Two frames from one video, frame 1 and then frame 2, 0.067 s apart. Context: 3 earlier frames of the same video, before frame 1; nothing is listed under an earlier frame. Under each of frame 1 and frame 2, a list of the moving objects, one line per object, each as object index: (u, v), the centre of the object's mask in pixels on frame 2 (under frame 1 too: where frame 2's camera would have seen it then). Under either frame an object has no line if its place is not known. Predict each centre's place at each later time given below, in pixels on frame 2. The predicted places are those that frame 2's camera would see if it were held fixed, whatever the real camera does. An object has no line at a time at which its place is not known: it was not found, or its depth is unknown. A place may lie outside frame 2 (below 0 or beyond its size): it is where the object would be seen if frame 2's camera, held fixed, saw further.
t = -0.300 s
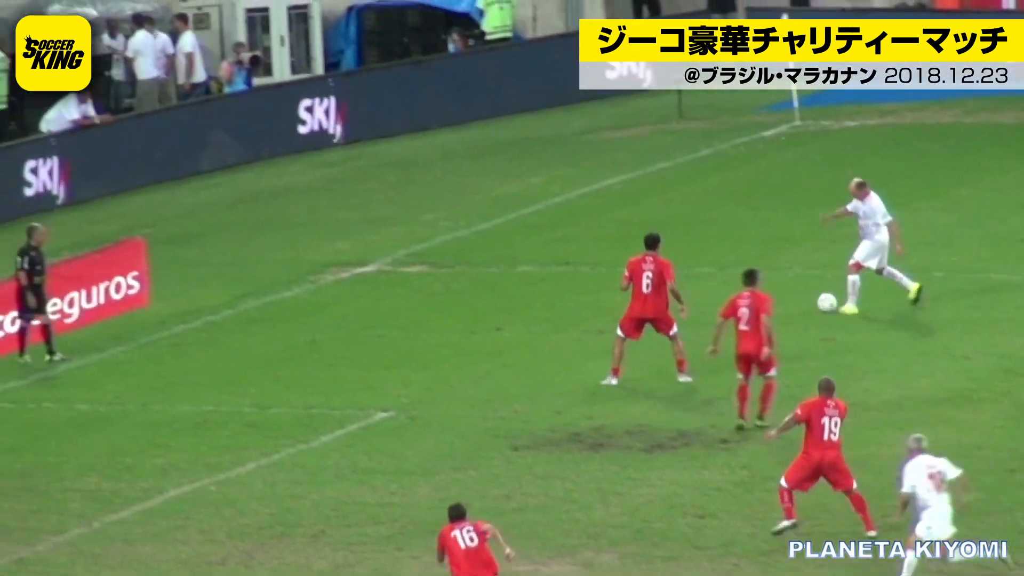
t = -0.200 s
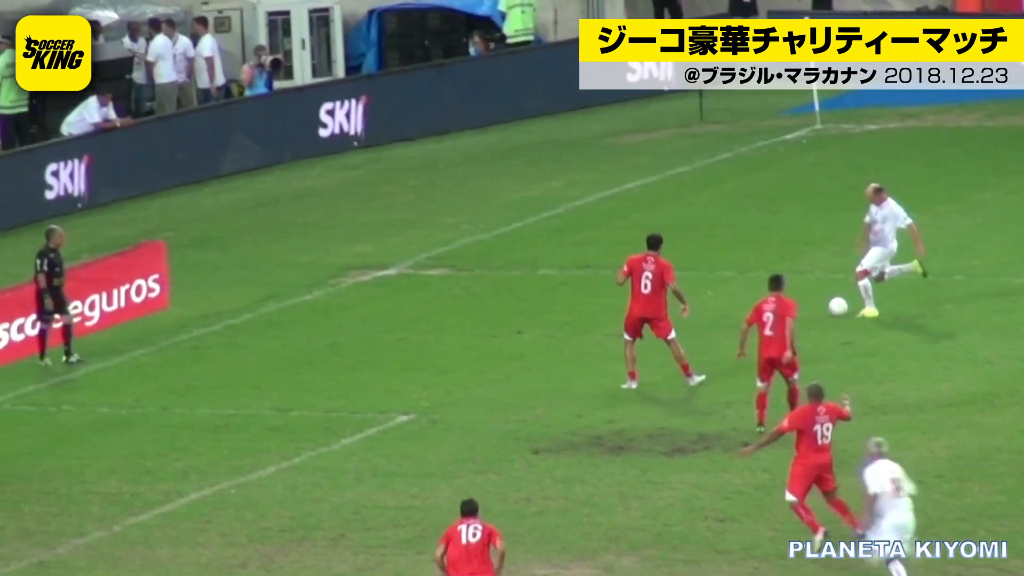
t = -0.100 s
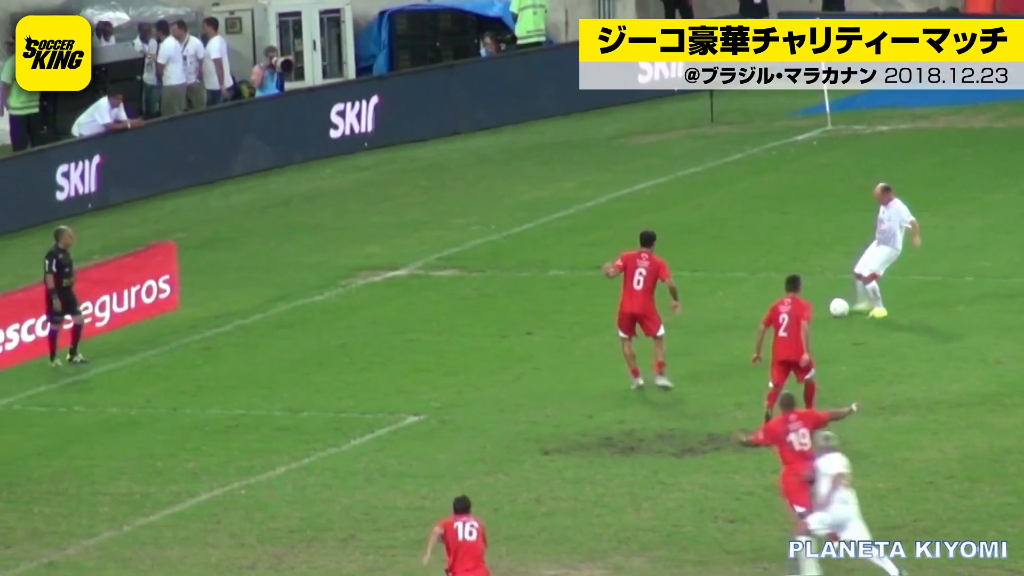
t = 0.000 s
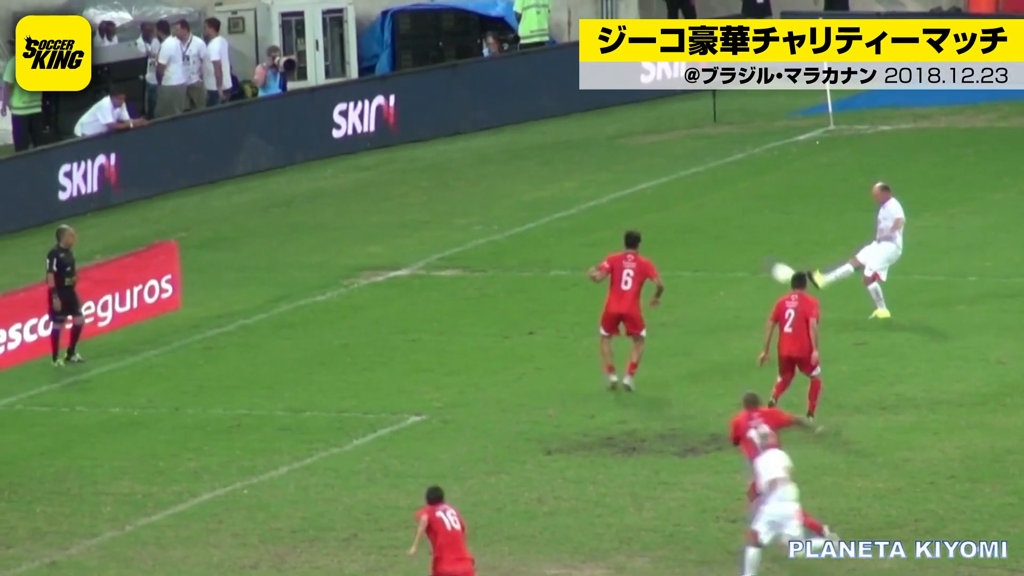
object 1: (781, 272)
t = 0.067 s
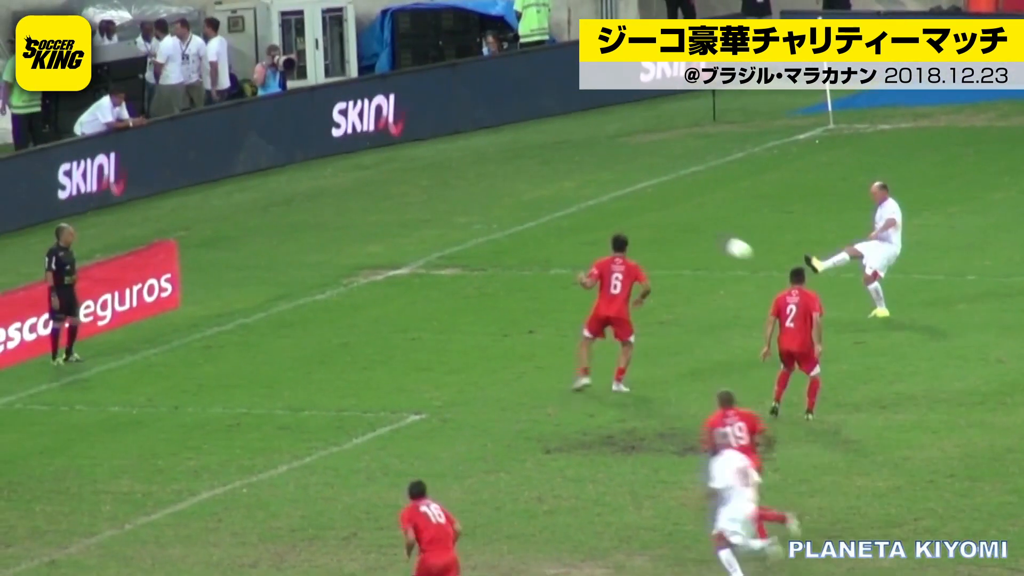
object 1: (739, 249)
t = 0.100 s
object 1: (717, 238)
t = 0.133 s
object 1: (695, 229)
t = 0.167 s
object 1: (675, 220)
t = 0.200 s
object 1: (655, 212)
